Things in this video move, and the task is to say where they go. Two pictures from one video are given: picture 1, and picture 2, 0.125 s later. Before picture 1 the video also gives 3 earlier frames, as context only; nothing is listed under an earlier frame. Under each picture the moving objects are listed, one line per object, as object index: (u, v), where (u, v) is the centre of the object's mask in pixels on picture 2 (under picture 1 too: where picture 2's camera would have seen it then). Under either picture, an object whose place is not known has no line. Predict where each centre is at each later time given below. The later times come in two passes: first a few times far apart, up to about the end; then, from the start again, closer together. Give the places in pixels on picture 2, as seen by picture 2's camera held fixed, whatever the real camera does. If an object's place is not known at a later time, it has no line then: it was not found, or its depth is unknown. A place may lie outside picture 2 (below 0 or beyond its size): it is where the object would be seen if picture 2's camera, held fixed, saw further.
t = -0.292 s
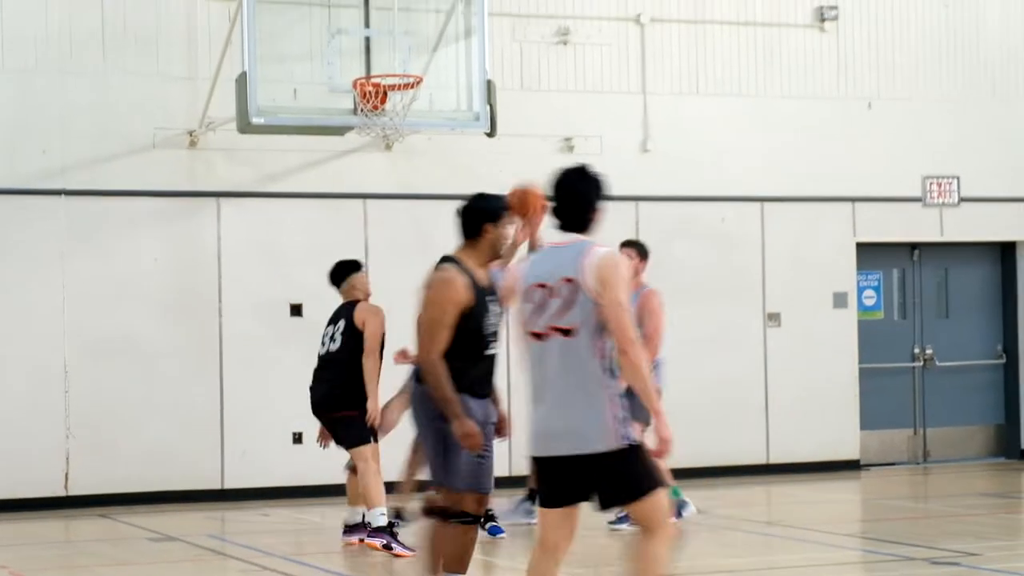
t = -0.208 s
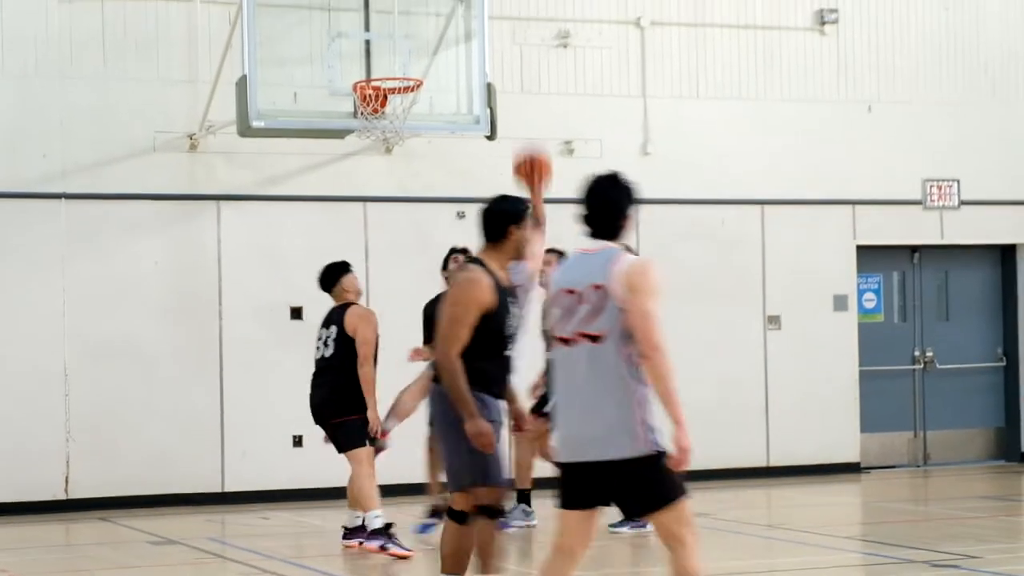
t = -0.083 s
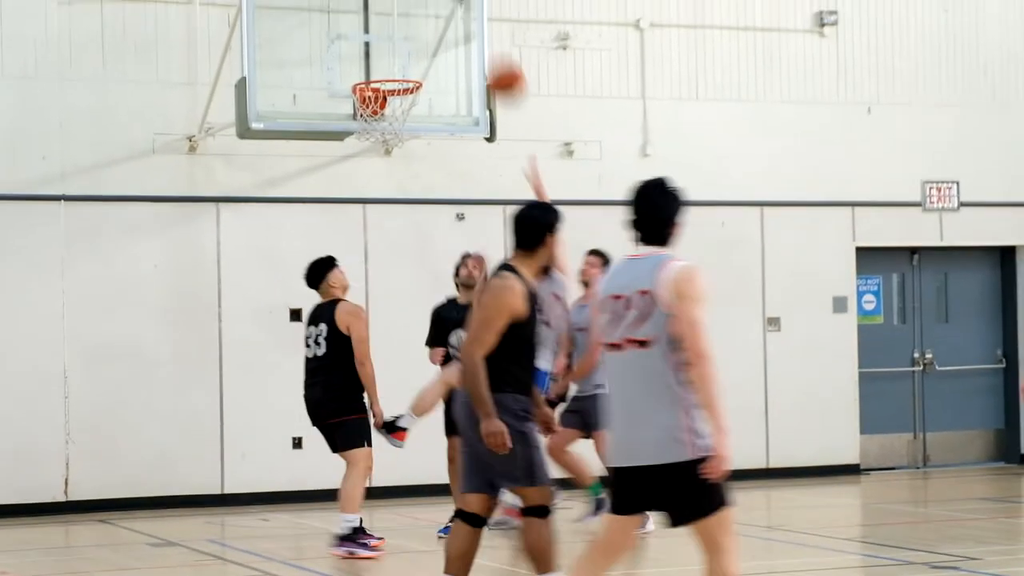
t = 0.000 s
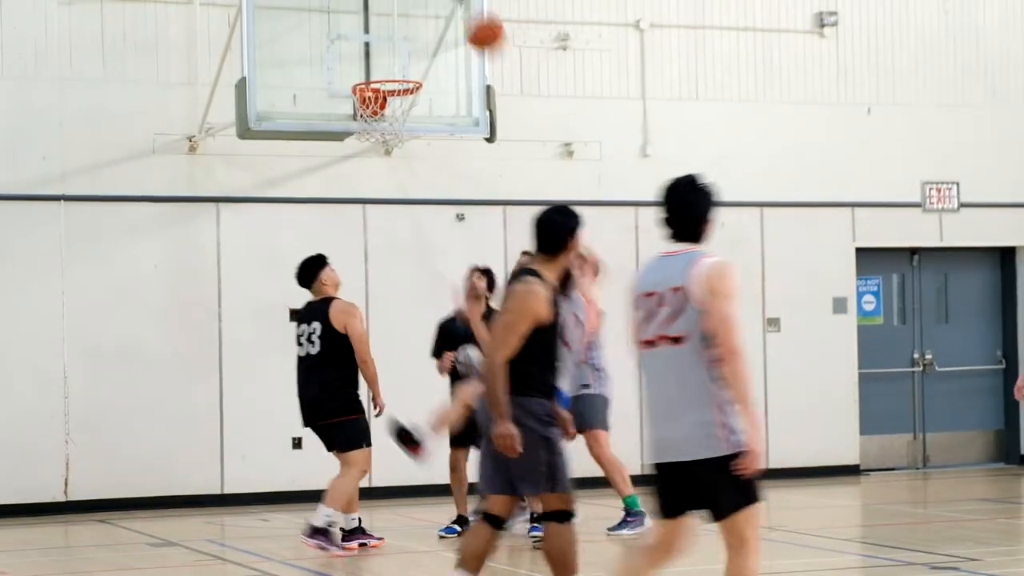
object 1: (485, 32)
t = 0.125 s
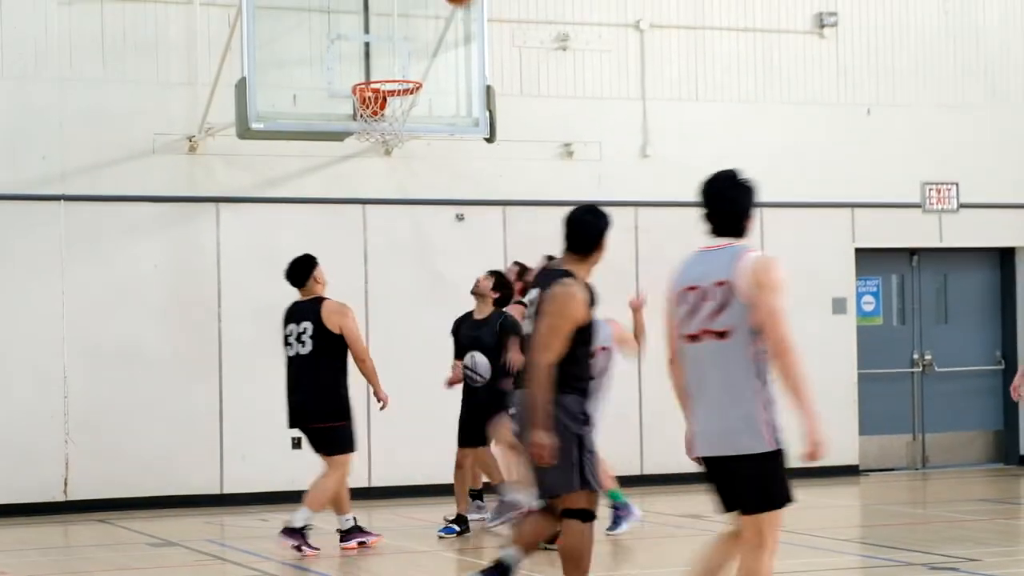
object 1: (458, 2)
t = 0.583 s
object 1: (372, 19)
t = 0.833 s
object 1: (345, 33)
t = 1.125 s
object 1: (354, 22)
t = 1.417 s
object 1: (371, 45)
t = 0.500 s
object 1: (388, 4)
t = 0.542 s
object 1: (380, 9)
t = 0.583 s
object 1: (372, 19)
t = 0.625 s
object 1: (365, 37)
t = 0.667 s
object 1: (358, 56)
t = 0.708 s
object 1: (353, 66)
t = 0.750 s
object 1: (351, 53)
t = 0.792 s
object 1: (348, 42)
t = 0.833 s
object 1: (345, 33)
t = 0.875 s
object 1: (343, 26)
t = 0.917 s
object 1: (343, 21)
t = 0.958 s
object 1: (345, 17)
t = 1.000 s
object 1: (347, 15)
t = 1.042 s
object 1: (349, 15)
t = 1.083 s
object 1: (351, 17)
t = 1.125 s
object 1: (354, 22)
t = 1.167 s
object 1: (356, 29)
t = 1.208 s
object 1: (359, 39)
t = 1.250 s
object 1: (361, 51)
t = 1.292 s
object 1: (364, 64)
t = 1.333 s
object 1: (366, 58)
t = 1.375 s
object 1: (368, 51)
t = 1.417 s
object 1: (371, 45)
